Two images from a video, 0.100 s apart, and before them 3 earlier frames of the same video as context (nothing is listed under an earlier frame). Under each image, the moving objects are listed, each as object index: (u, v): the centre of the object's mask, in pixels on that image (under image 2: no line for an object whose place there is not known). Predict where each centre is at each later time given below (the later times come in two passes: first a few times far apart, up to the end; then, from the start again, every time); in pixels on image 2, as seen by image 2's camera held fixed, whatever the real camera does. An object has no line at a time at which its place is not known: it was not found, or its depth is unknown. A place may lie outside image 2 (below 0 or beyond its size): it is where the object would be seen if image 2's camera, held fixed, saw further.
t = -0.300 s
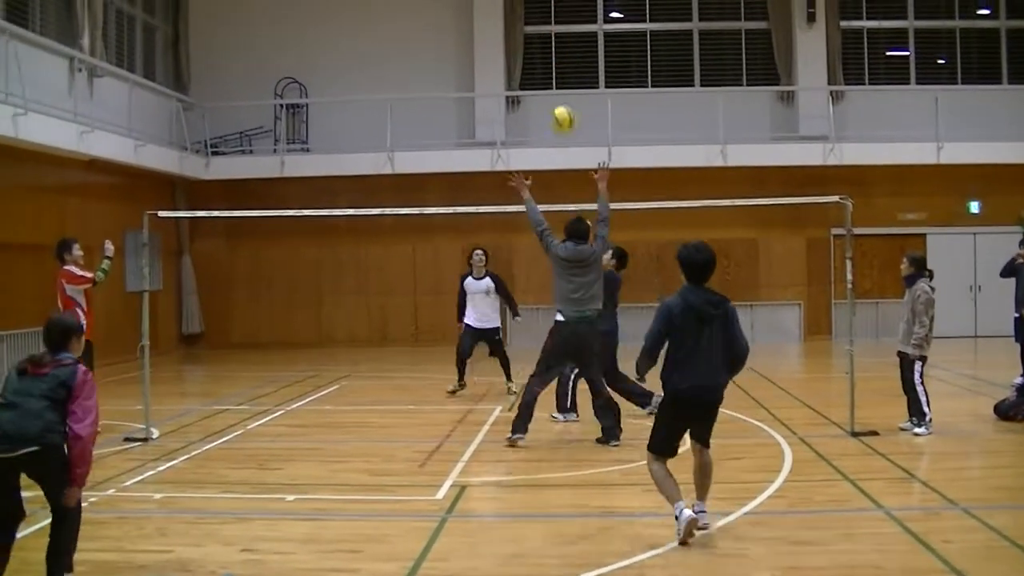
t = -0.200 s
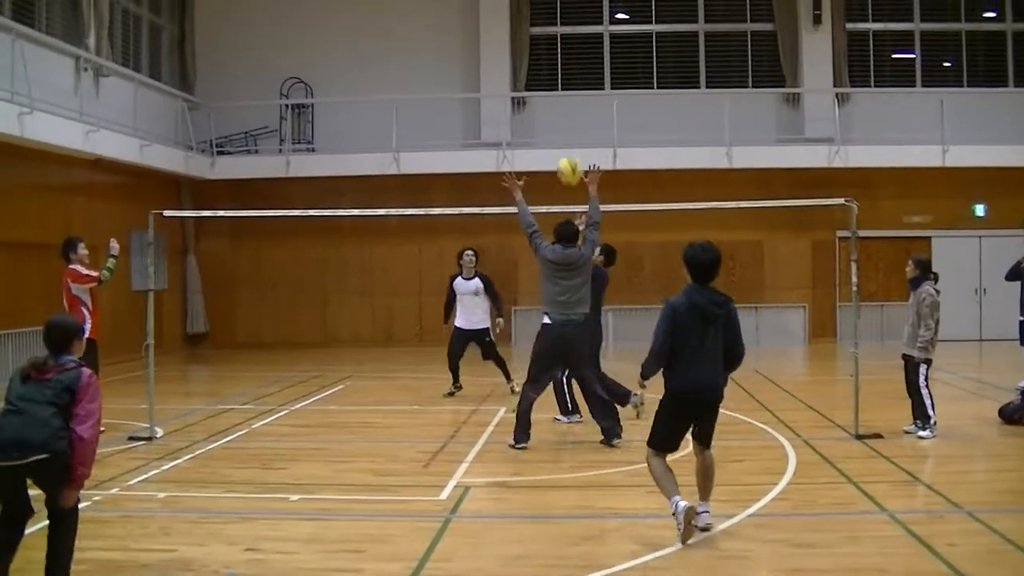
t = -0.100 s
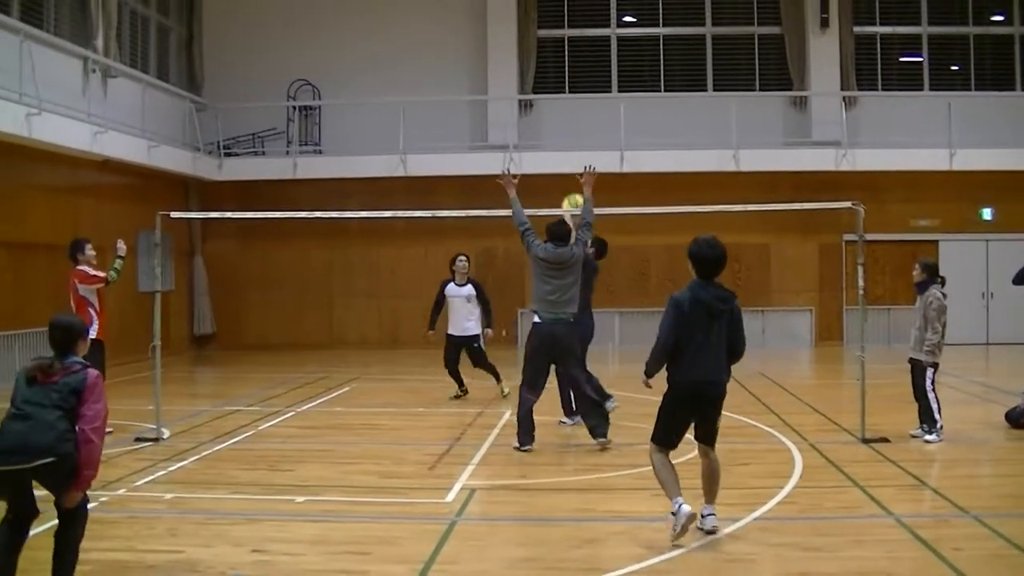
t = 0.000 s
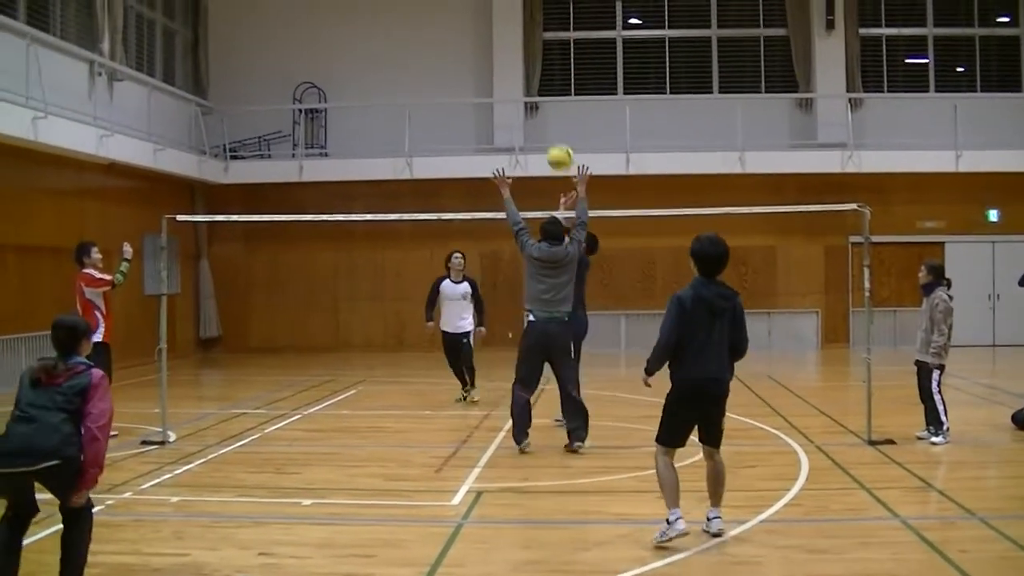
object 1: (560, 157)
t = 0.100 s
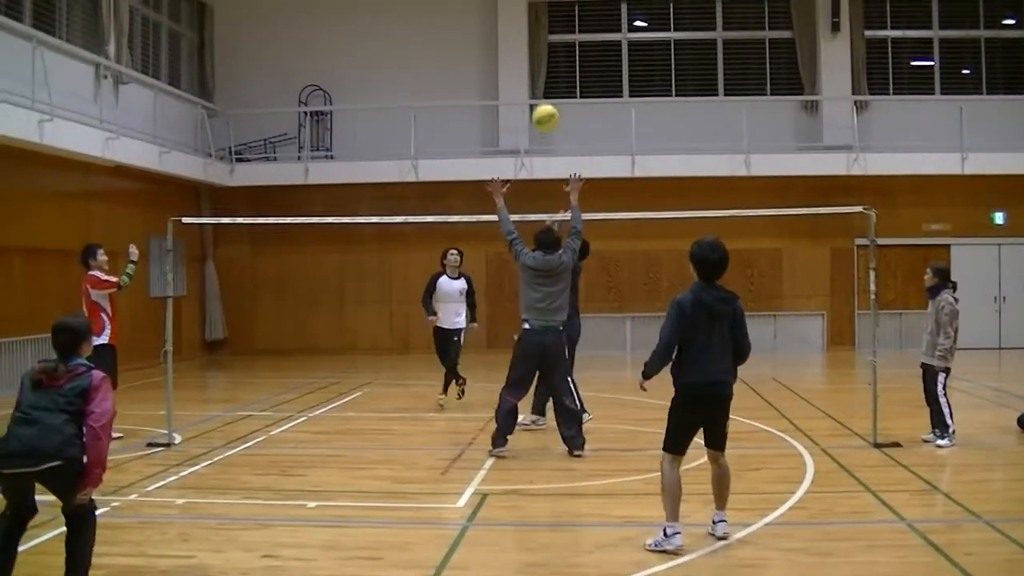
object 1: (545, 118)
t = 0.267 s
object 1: (517, 68)
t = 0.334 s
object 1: (510, 57)
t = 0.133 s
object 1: (539, 105)
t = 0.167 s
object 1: (533, 94)
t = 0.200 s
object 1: (527, 85)
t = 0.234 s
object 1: (522, 76)
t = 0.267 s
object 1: (517, 68)
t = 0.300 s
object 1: (514, 63)
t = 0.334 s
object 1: (510, 57)
